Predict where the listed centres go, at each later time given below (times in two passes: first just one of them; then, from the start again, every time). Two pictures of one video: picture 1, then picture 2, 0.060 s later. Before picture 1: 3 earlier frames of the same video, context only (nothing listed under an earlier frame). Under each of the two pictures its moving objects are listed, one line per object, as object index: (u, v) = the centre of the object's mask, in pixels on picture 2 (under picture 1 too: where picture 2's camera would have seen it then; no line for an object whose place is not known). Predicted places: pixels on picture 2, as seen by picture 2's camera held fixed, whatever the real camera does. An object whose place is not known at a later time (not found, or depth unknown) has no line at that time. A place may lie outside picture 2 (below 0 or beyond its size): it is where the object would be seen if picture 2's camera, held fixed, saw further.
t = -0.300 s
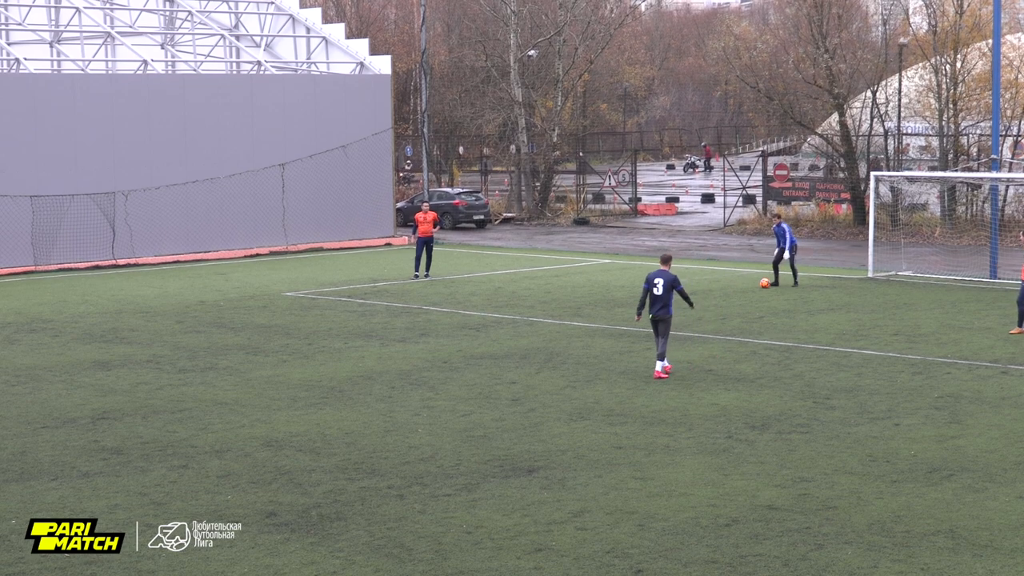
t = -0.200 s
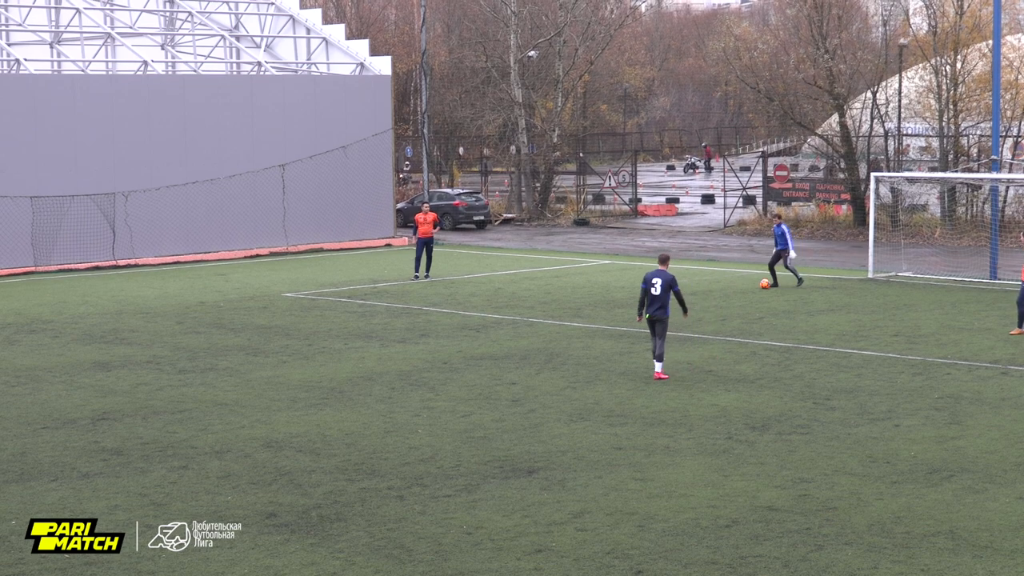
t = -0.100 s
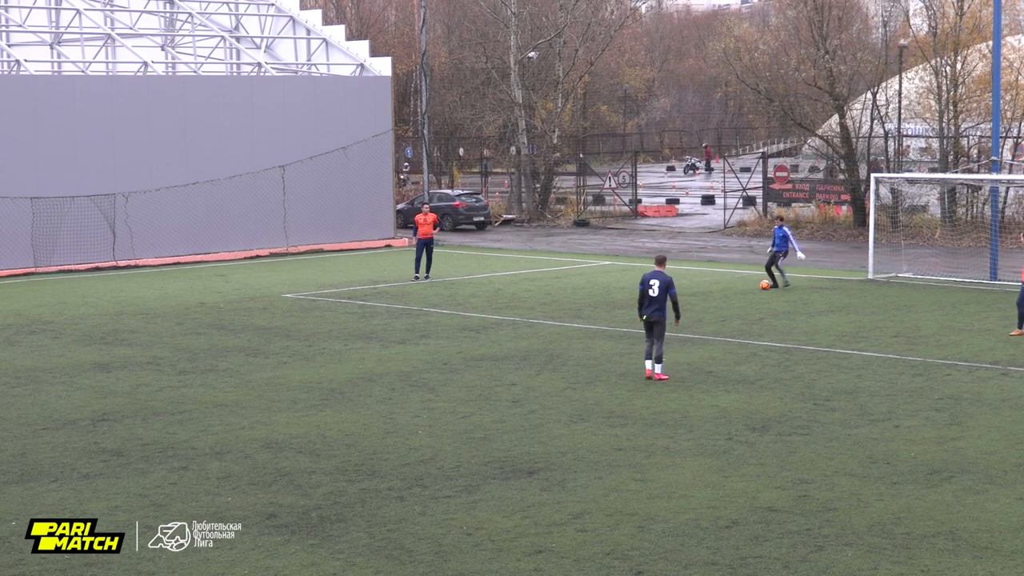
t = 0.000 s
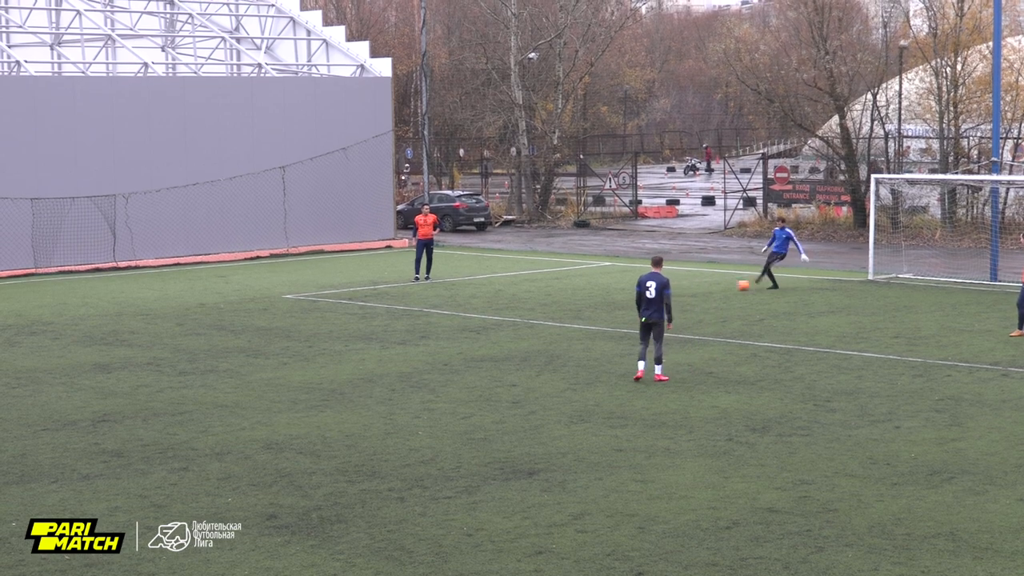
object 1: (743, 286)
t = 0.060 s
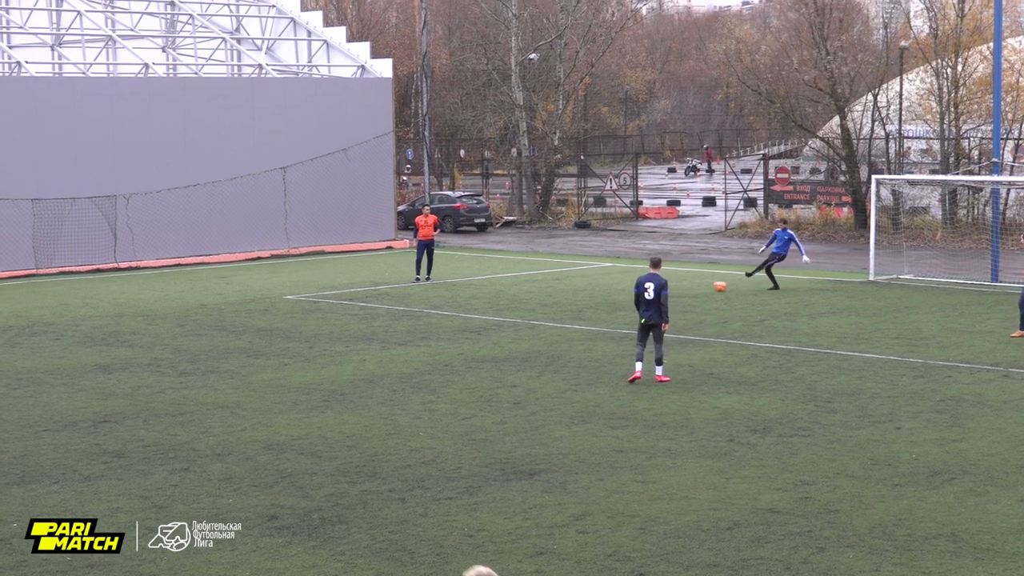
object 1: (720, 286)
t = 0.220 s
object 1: (668, 285)
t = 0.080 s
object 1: (713, 286)
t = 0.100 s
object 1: (706, 286)
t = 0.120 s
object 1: (698, 286)
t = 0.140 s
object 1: (692, 286)
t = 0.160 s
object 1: (685, 286)
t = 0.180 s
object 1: (678, 286)
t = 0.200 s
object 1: (673, 286)
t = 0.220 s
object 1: (668, 285)
